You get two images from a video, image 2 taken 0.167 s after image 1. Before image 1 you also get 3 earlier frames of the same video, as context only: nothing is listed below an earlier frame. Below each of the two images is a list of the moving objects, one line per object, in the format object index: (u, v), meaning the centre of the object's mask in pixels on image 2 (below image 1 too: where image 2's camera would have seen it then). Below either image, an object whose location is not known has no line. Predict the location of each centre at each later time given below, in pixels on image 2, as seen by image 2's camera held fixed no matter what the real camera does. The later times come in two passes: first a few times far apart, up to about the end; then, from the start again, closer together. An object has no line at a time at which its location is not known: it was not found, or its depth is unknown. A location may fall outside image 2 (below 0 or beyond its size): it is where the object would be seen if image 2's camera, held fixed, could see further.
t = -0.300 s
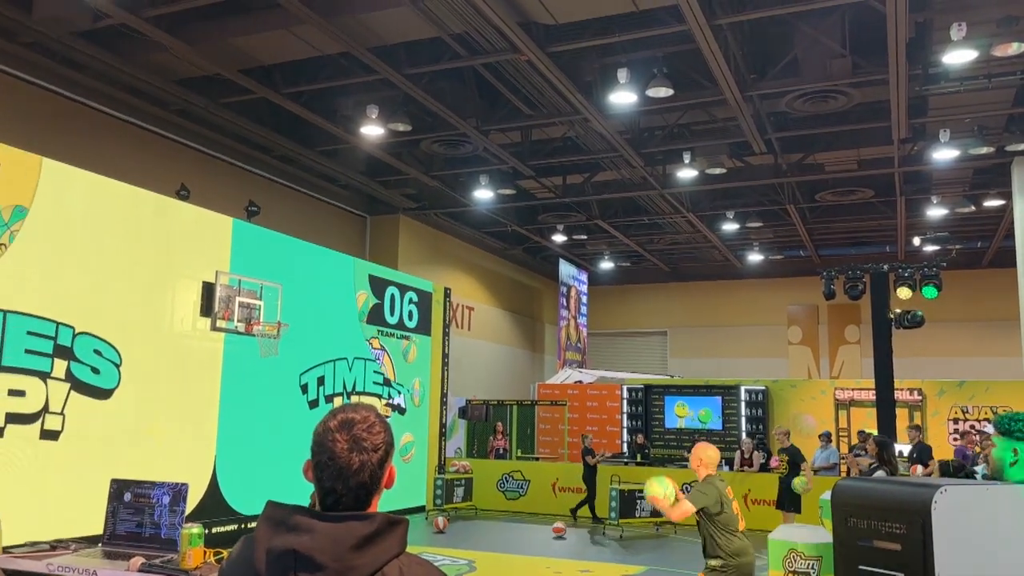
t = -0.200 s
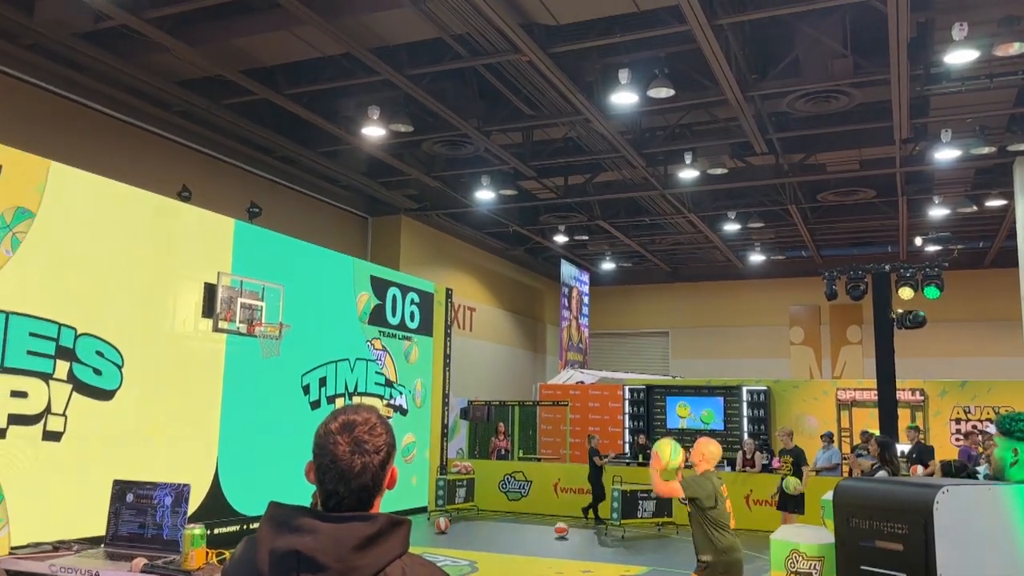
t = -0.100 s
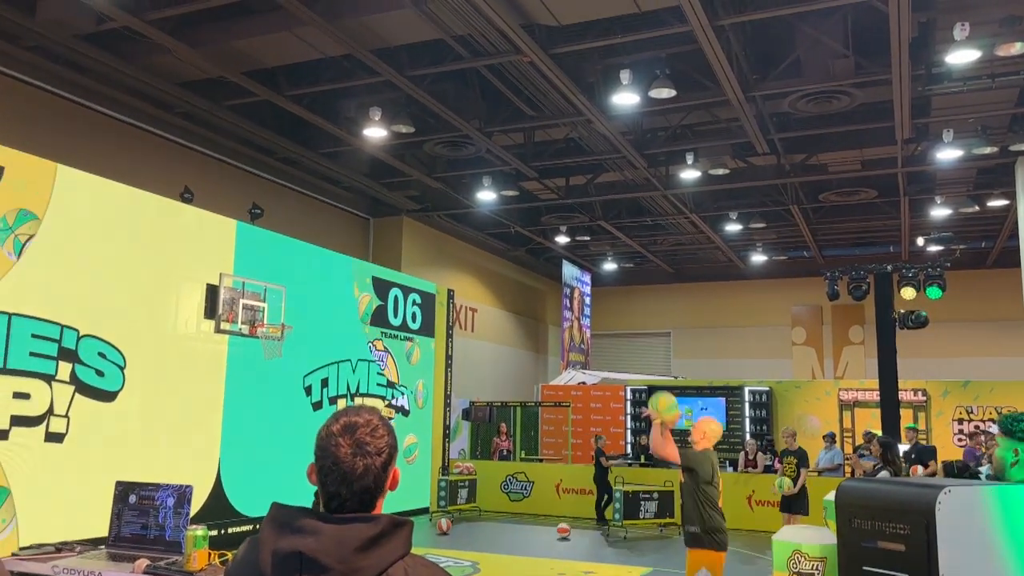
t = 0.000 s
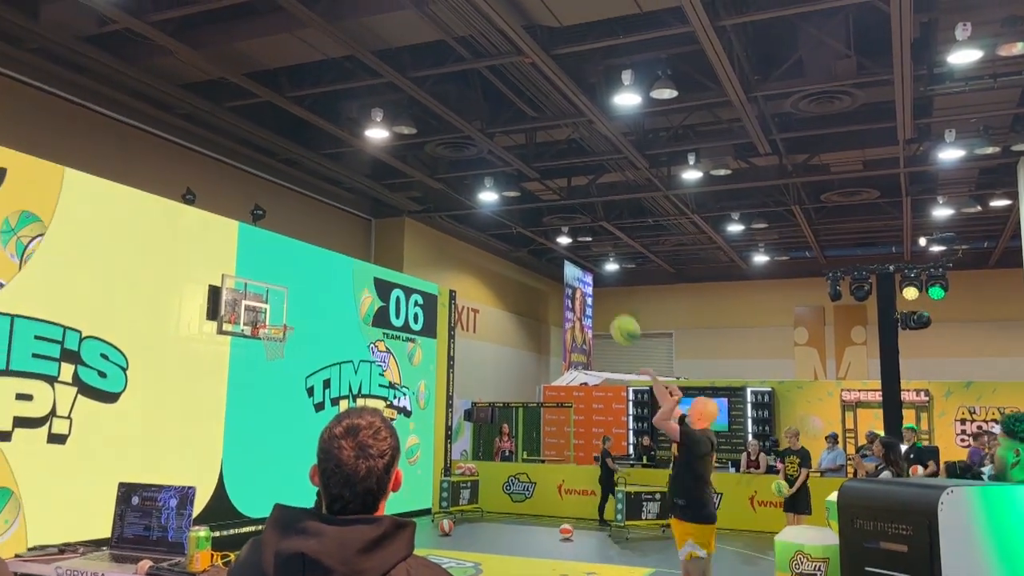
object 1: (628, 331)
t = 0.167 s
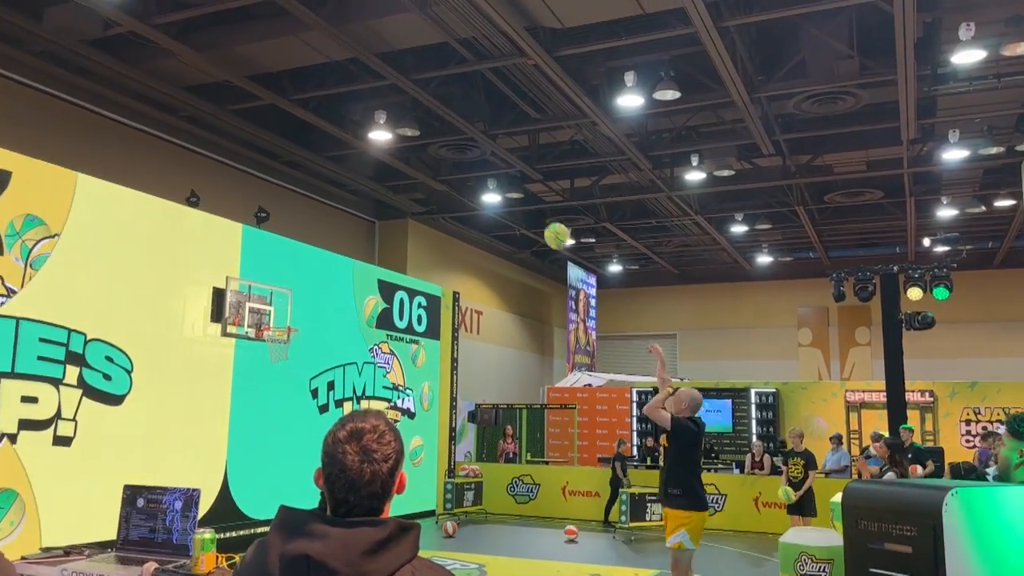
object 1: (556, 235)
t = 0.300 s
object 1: (510, 192)
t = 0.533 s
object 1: (442, 163)
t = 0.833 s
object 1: (371, 194)
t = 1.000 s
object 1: (337, 235)
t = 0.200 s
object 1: (544, 222)
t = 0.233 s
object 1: (533, 211)
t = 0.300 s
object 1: (510, 192)
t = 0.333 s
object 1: (499, 183)
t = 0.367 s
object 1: (489, 178)
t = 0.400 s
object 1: (479, 173)
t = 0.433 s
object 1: (469, 169)
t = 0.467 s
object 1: (459, 166)
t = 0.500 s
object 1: (450, 164)
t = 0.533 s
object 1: (442, 163)
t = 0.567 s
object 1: (433, 163)
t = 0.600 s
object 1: (424, 164)
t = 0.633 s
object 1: (416, 166)
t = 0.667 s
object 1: (408, 169)
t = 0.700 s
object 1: (400, 172)
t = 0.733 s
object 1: (393, 176)
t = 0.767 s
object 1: (385, 181)
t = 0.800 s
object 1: (378, 187)
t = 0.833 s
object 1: (371, 194)
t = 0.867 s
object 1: (364, 200)
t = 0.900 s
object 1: (357, 208)
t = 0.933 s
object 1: (350, 216)
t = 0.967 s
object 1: (343, 225)
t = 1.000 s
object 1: (337, 235)
